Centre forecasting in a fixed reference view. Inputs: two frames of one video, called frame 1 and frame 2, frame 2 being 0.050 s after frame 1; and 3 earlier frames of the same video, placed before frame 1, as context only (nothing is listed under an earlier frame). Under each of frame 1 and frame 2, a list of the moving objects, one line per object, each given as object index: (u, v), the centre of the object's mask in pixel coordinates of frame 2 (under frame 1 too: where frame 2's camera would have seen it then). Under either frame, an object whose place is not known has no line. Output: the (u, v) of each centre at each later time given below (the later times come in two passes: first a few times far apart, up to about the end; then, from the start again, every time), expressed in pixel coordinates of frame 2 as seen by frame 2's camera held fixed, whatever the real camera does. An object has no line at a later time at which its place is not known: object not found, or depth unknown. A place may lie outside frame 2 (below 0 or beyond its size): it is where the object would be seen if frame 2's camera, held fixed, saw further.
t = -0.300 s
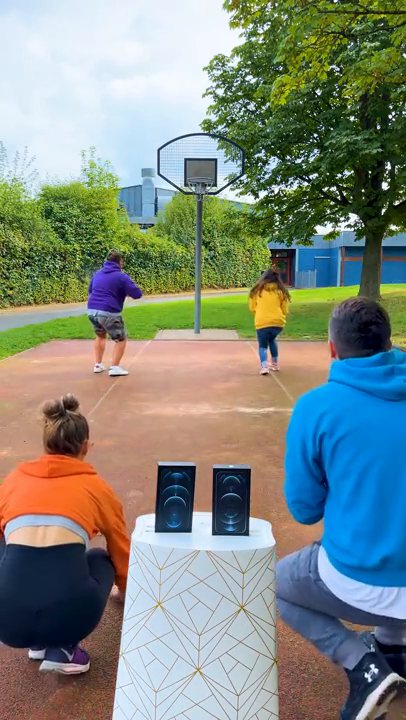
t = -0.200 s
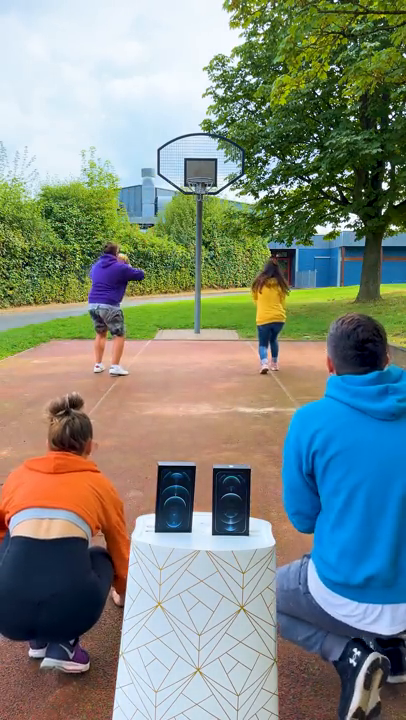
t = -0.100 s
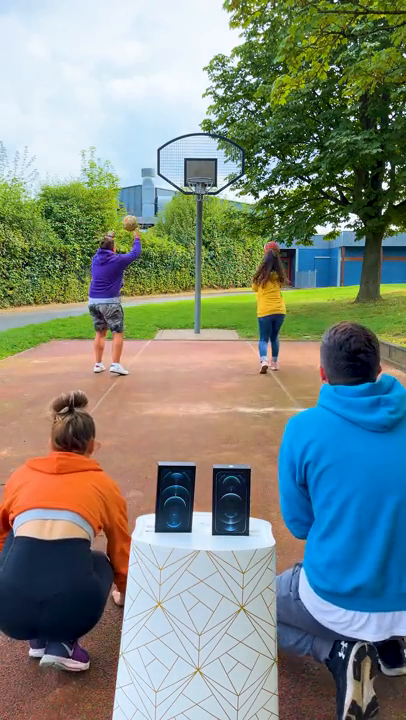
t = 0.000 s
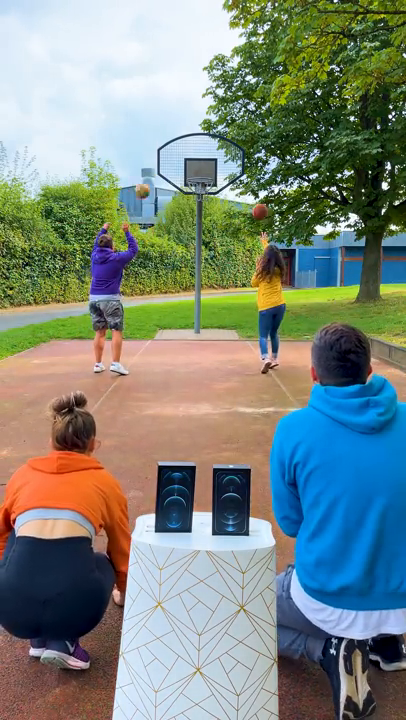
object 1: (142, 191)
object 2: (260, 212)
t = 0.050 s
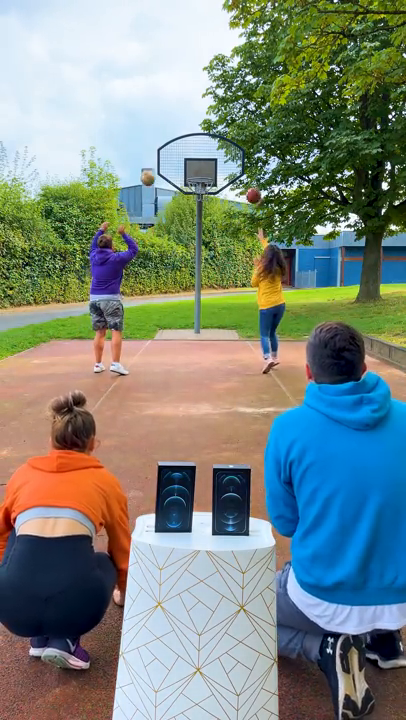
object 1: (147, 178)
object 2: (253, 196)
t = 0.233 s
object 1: (166, 150)
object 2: (232, 155)
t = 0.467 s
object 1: (186, 147)
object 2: (208, 140)
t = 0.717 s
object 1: (193, 172)
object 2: (195, 156)
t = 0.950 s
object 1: (200, 177)
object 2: (188, 172)
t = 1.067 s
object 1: (190, 171)
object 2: (185, 197)
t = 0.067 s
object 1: (149, 174)
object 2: (251, 191)
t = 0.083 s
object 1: (151, 171)
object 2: (249, 186)
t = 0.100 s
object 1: (153, 167)
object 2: (247, 182)
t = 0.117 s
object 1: (155, 165)
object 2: (245, 178)
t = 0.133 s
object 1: (156, 161)
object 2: (242, 174)
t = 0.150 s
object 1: (158, 159)
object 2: (241, 170)
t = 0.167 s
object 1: (160, 157)
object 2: (239, 167)
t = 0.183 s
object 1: (161, 155)
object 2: (237, 164)
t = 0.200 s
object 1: (163, 153)
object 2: (235, 161)
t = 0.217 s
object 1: (165, 151)
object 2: (233, 158)
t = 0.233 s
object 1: (166, 150)
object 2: (232, 155)
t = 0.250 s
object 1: (167, 148)
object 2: (230, 153)
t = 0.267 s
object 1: (169, 147)
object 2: (228, 151)
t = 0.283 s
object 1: (170, 146)
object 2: (226, 149)
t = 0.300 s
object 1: (172, 145)
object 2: (225, 147)
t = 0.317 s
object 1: (173, 145)
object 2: (223, 145)
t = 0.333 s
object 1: (175, 144)
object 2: (221, 144)
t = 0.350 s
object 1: (176, 144)
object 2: (220, 143)
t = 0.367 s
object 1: (178, 144)
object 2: (218, 142)
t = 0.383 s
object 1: (180, 144)
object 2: (217, 142)
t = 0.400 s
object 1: (181, 144)
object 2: (215, 142)
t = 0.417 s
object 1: (182, 144)
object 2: (213, 141)
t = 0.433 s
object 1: (183, 145)
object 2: (212, 140)
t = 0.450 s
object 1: (184, 146)
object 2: (210, 140)
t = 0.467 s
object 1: (186, 147)
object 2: (208, 140)
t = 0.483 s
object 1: (187, 148)
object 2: (207, 141)
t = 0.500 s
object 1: (189, 149)
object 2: (205, 141)
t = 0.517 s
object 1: (190, 150)
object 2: (204, 142)
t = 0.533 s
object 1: (191, 152)
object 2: (202, 143)
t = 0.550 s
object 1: (192, 154)
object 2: (201, 143)
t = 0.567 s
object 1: (192, 155)
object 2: (200, 144)
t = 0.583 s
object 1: (194, 157)
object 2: (199, 145)
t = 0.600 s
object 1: (193, 160)
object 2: (198, 146)
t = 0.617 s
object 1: (193, 162)
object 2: (198, 147)
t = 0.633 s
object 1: (194, 166)
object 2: (197, 149)
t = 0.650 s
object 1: (194, 168)
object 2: (197, 150)
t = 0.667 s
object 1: (194, 169)
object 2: (196, 152)
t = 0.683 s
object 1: (194, 170)
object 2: (195, 154)
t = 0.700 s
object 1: (193, 171)
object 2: (195, 156)
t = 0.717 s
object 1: (193, 172)
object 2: (195, 156)
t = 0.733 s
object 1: (193, 174)
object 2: (194, 156)
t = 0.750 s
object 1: (194, 176)
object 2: (194, 156)
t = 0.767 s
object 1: (196, 176)
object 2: (193, 156)
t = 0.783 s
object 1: (198, 176)
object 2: (193, 158)
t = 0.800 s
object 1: (202, 177)
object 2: (192, 158)
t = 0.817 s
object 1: (205, 178)
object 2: (192, 159)
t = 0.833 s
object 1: (205, 178)
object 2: (191, 161)
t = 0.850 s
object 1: (205, 178)
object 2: (191, 162)
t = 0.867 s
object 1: (205, 178)
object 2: (190, 163)
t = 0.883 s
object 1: (204, 178)
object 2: (190, 165)
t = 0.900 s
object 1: (204, 178)
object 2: (190, 167)
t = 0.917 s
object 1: (203, 177)
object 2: (189, 169)
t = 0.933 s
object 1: (202, 177)
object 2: (189, 171)
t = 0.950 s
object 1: (200, 177)
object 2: (188, 172)
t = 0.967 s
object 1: (198, 175)
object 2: (187, 177)
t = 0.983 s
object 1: (196, 173)
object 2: (187, 179)
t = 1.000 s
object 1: (193, 174)
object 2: (187, 183)
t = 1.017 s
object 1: (192, 173)
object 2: (186, 186)
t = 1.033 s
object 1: (192, 173)
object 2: (186, 189)
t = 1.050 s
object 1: (191, 172)
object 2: (185, 193)
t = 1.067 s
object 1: (190, 171)
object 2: (185, 197)
